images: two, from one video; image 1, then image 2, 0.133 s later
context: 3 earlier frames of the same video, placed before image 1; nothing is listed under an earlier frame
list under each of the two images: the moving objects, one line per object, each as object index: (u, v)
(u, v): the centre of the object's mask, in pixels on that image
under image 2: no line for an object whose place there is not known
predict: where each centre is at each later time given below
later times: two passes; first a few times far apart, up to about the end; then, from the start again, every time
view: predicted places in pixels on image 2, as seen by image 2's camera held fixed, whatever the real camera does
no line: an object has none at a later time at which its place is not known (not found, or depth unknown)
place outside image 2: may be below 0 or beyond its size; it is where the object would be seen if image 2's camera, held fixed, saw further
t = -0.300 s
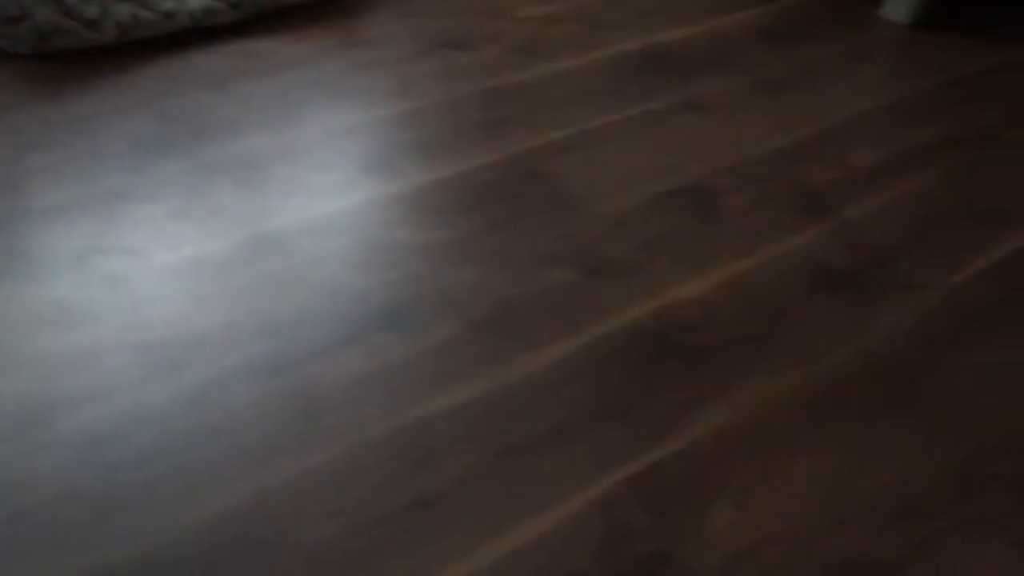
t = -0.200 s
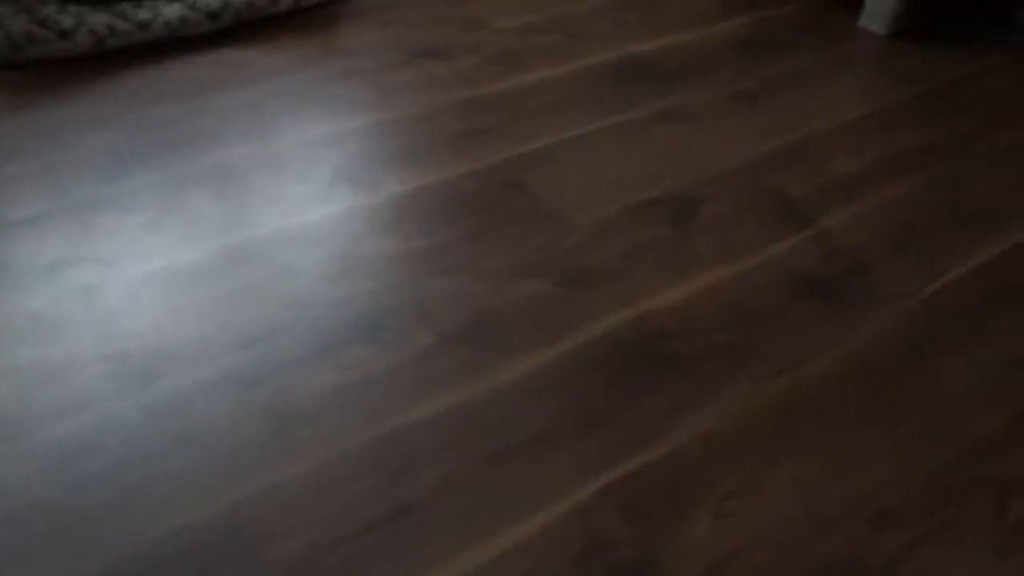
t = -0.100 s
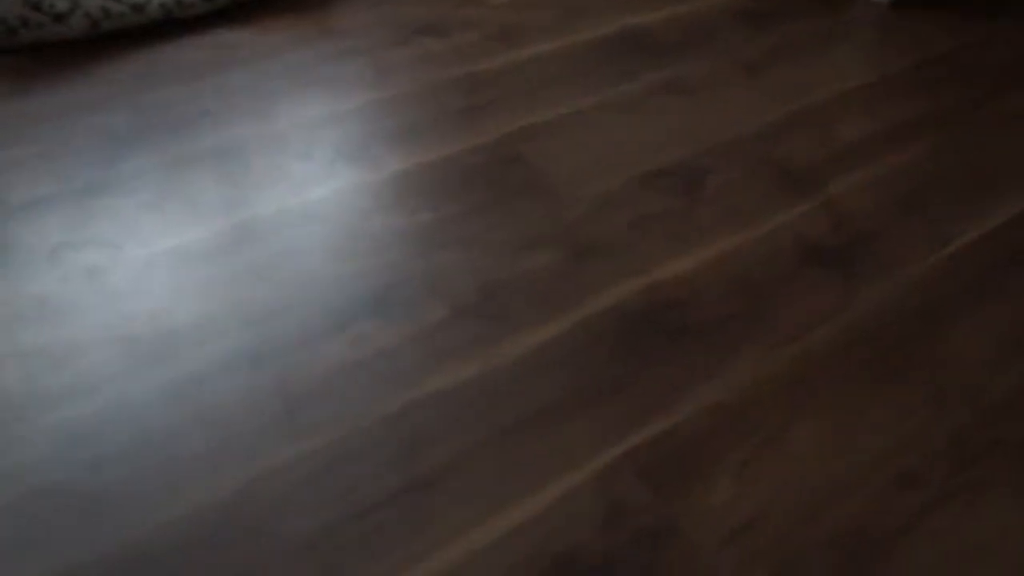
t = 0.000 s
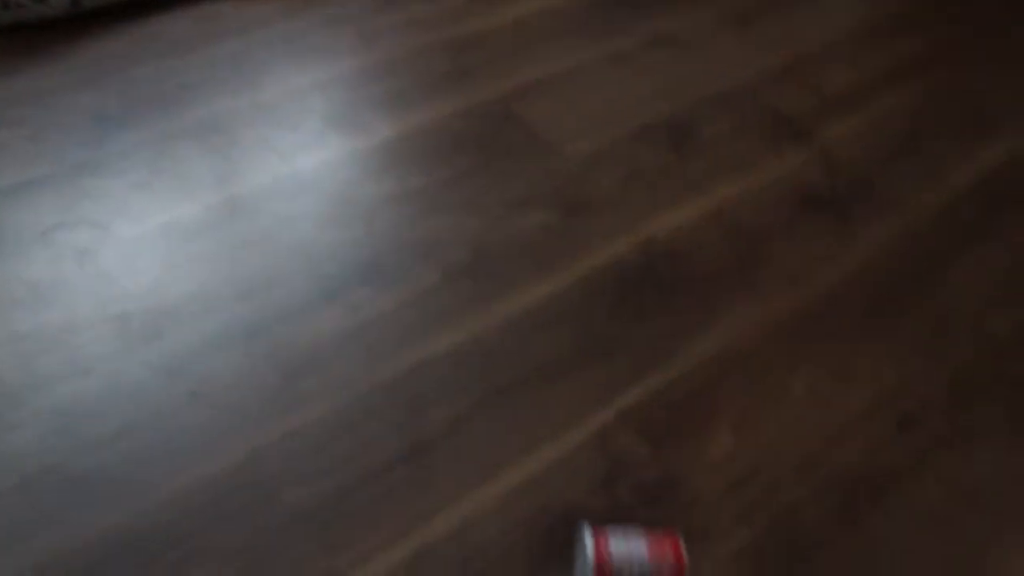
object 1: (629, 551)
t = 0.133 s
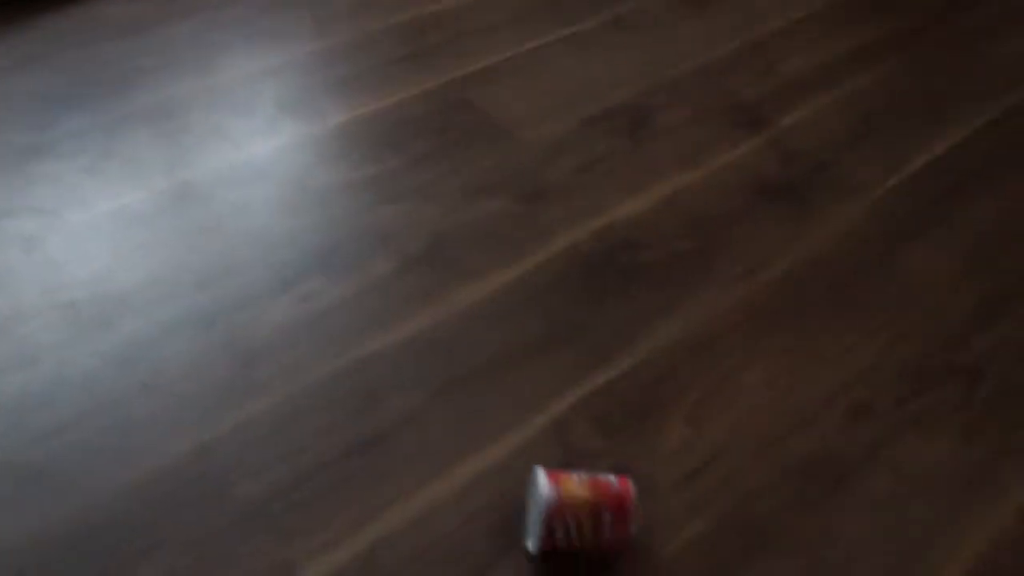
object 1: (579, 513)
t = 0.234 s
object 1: (578, 472)
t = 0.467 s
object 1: (579, 390)
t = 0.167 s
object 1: (580, 499)
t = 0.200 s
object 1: (578, 486)
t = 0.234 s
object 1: (578, 472)
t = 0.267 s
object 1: (577, 460)
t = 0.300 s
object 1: (576, 448)
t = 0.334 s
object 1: (574, 438)
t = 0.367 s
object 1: (575, 427)
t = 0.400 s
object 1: (577, 416)
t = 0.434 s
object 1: (578, 403)
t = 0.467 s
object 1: (579, 390)
